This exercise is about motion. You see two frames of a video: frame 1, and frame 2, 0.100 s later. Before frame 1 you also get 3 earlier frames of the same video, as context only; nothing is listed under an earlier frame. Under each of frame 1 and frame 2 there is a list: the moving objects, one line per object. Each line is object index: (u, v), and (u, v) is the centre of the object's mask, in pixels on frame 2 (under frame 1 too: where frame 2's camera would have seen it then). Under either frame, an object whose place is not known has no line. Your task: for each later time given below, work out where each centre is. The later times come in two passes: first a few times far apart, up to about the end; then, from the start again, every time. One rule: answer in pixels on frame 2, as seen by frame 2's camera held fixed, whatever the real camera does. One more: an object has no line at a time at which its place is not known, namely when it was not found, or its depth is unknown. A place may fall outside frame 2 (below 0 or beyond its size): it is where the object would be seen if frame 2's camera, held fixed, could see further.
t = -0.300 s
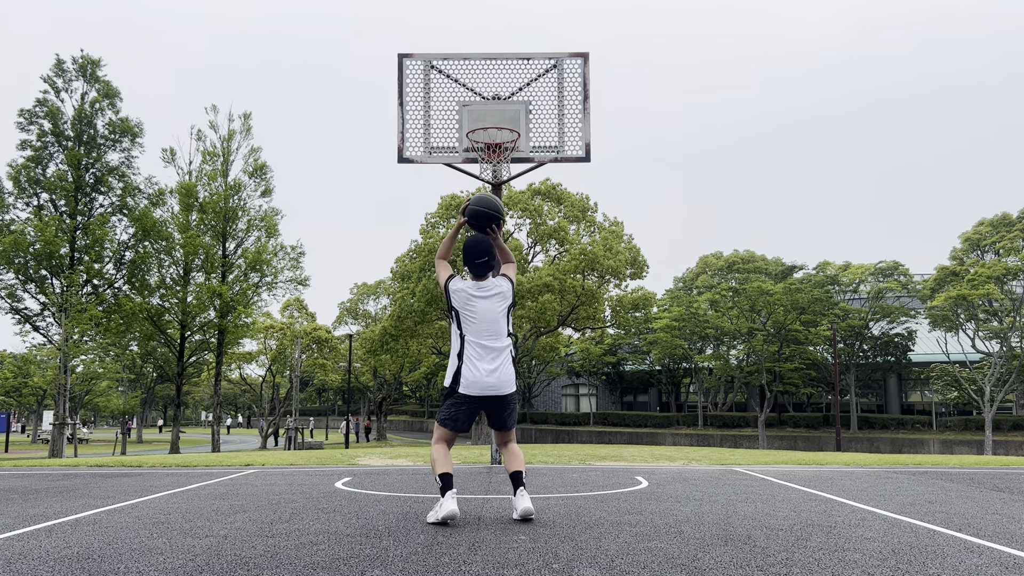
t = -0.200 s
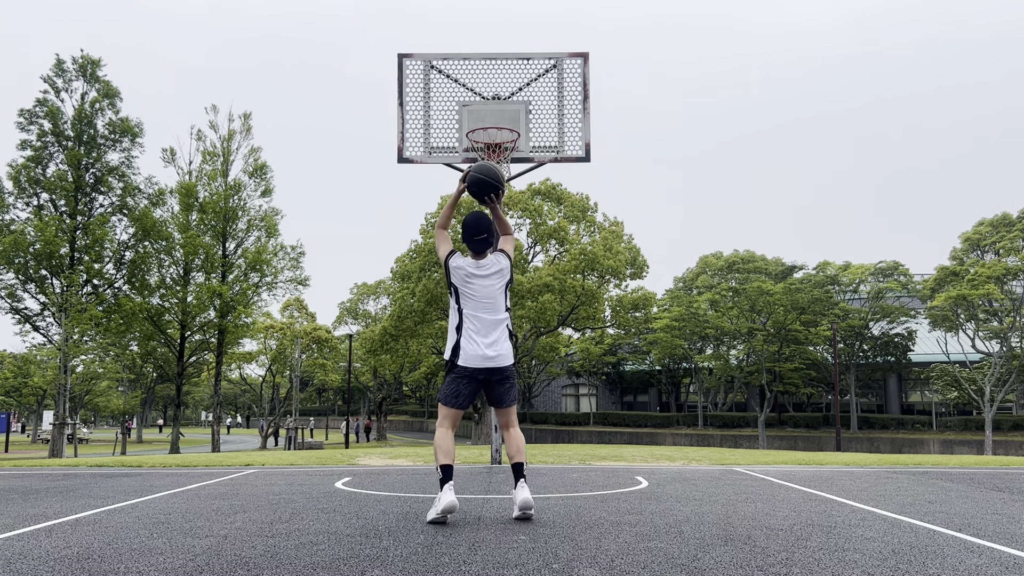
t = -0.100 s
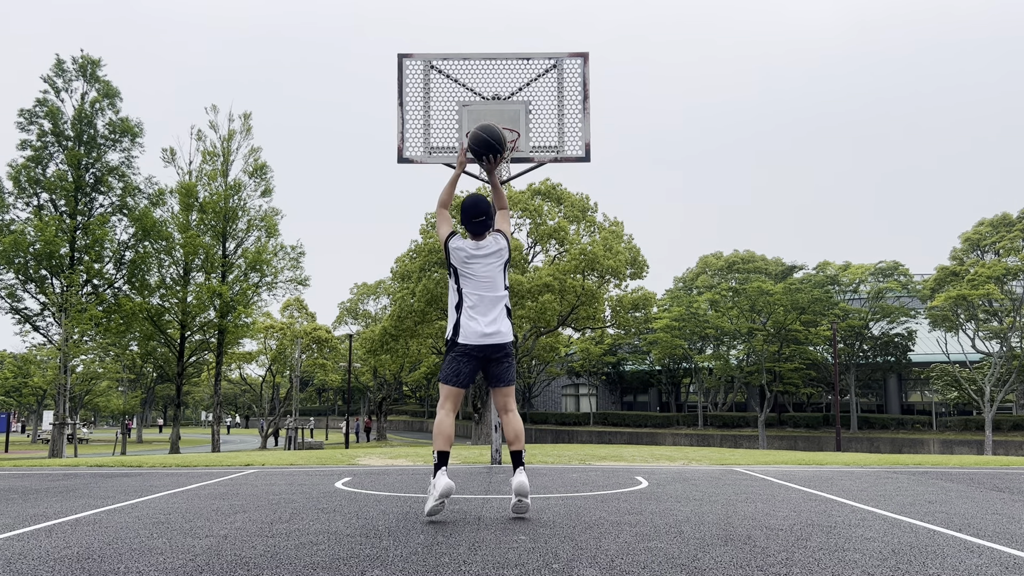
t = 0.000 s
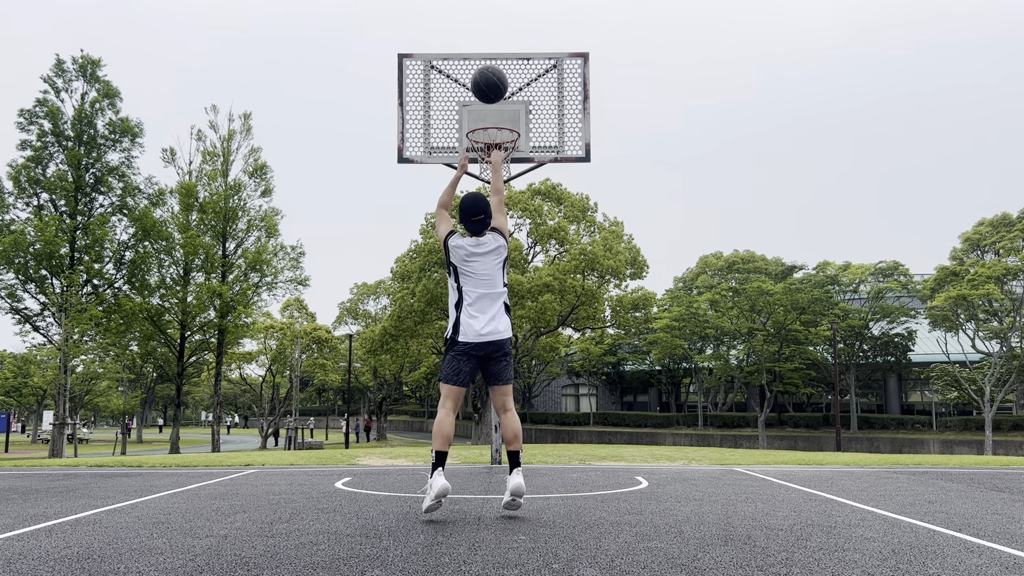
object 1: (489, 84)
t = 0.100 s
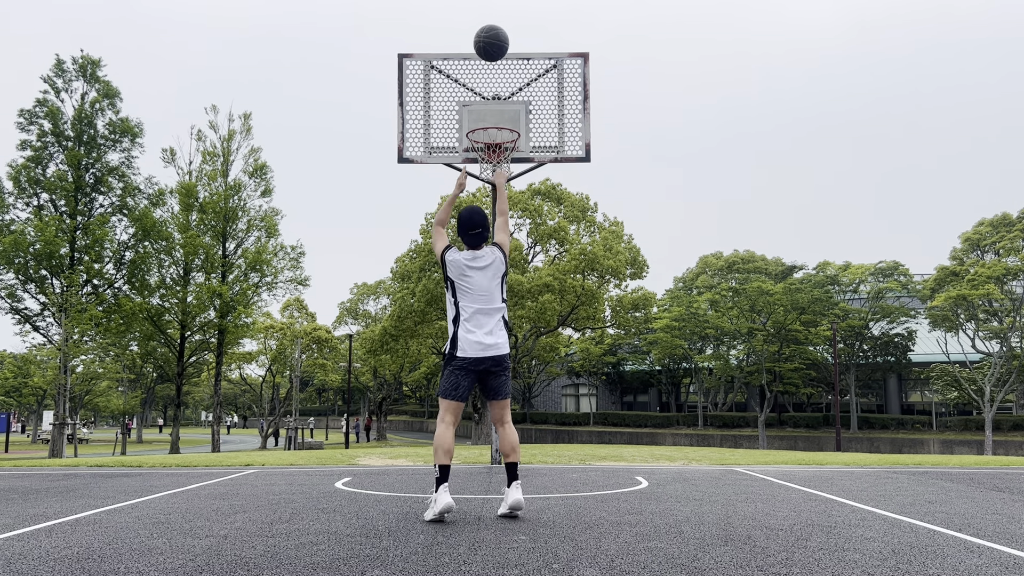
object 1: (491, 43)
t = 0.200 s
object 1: (493, 19)
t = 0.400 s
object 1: (495, 14)
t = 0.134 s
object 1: (492, 33)
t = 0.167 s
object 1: (492, 25)
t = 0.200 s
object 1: (493, 19)
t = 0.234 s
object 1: (493, 15)
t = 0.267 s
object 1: (494, 13)
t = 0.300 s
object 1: (494, 12)
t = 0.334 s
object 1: (494, 12)
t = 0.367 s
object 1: (495, 13)
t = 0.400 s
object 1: (495, 14)
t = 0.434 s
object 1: (495, 18)
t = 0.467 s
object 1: (496, 23)
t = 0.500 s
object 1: (496, 29)
